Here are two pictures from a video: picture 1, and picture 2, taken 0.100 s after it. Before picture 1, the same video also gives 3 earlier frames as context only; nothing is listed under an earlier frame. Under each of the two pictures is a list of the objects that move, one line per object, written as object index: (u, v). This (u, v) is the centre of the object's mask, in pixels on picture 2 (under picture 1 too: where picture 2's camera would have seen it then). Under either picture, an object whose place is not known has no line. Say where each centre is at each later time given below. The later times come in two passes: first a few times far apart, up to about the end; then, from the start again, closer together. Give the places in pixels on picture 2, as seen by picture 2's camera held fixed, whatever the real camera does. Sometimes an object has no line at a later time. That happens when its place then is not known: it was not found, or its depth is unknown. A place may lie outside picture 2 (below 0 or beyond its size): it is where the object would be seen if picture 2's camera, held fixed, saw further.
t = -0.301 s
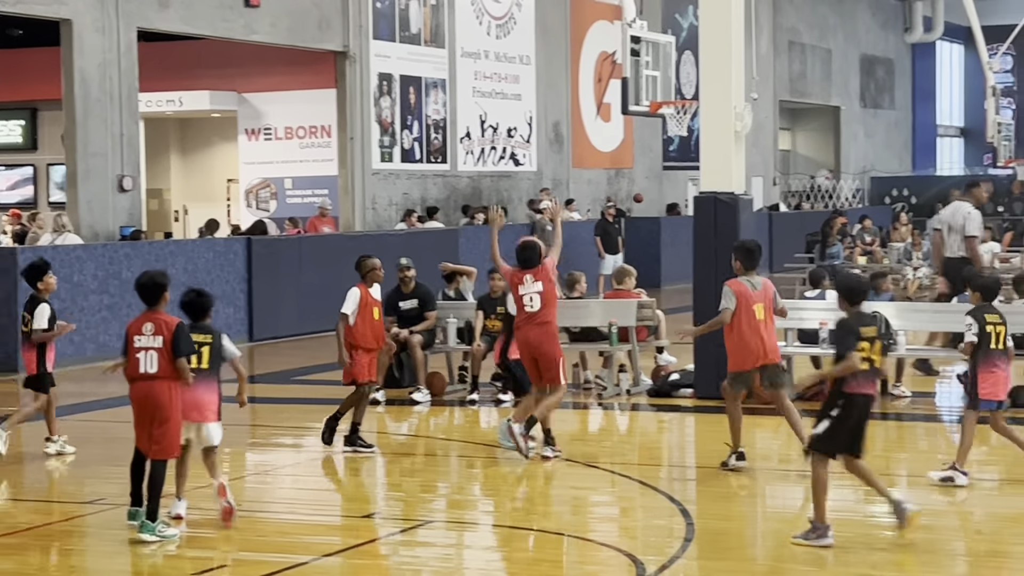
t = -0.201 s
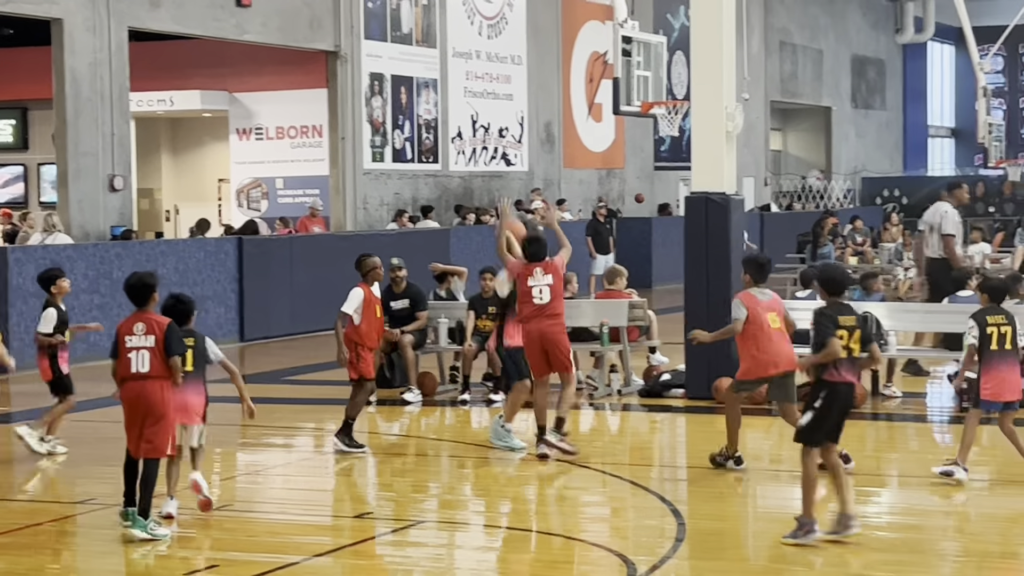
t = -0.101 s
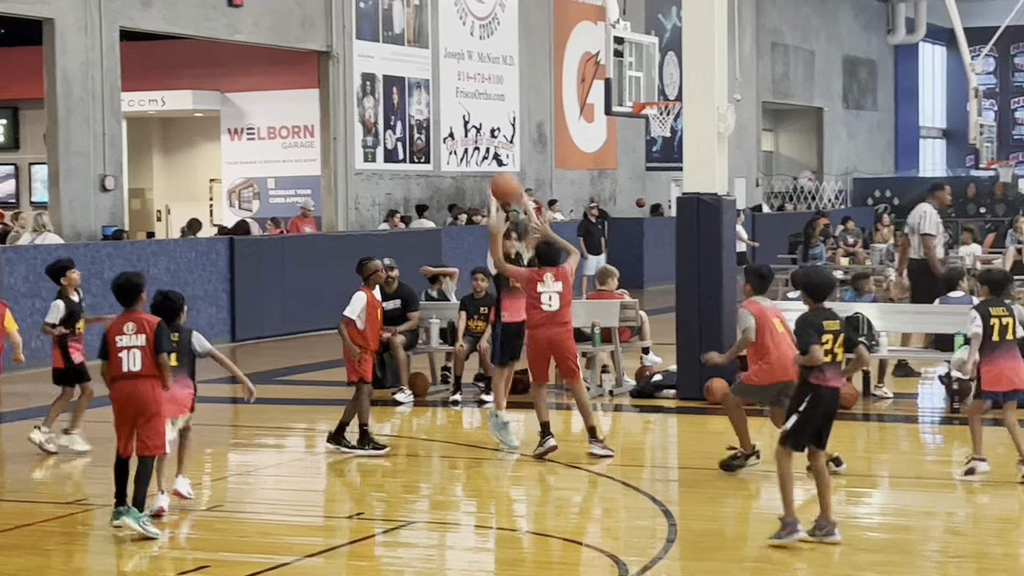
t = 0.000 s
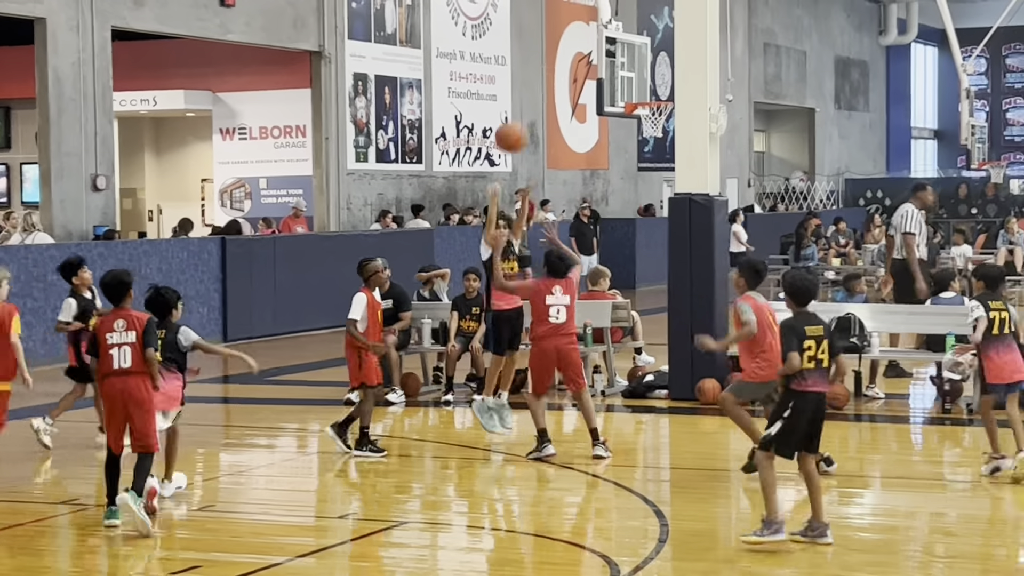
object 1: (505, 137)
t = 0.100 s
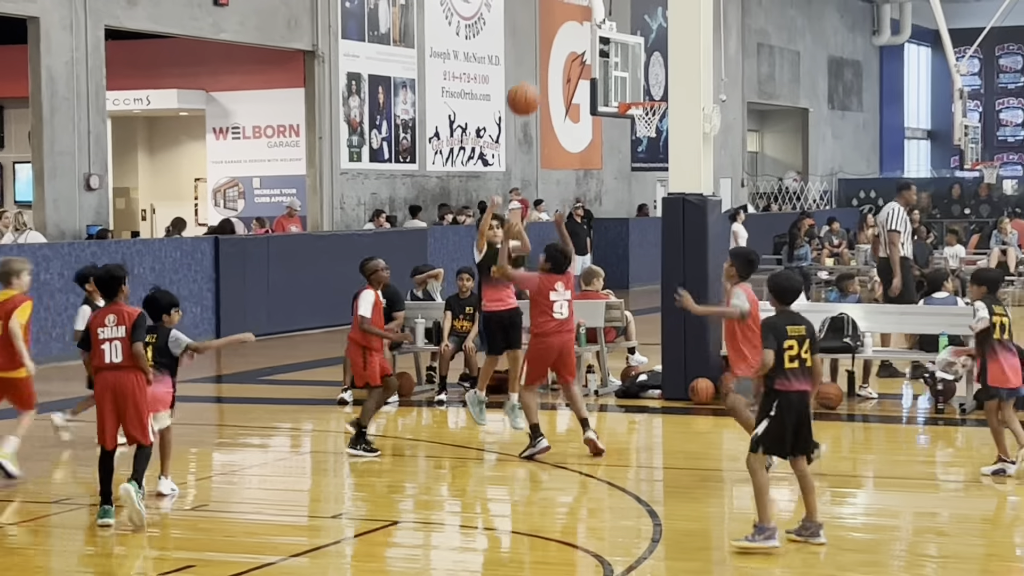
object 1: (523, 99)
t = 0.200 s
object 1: (543, 75)
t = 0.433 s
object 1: (594, 69)
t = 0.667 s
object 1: (652, 155)
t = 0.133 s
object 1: (530, 89)
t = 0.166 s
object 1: (536, 81)
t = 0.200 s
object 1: (543, 75)
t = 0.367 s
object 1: (579, 63)
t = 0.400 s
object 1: (587, 65)
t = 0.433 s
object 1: (594, 69)
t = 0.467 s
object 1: (602, 75)
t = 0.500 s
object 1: (610, 84)
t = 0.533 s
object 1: (619, 93)
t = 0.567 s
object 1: (627, 106)
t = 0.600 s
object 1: (635, 120)
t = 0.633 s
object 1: (645, 138)
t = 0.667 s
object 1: (652, 155)
